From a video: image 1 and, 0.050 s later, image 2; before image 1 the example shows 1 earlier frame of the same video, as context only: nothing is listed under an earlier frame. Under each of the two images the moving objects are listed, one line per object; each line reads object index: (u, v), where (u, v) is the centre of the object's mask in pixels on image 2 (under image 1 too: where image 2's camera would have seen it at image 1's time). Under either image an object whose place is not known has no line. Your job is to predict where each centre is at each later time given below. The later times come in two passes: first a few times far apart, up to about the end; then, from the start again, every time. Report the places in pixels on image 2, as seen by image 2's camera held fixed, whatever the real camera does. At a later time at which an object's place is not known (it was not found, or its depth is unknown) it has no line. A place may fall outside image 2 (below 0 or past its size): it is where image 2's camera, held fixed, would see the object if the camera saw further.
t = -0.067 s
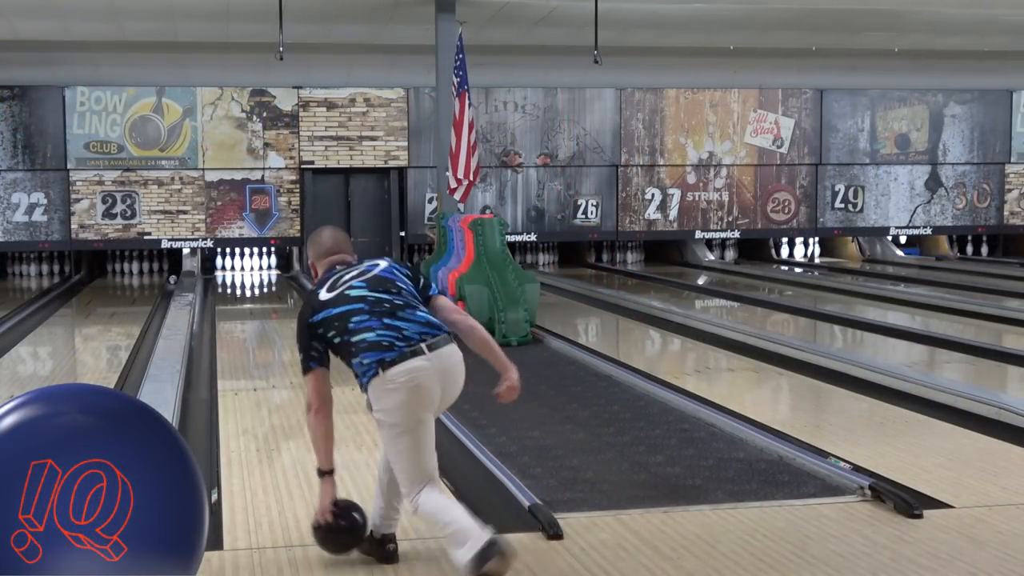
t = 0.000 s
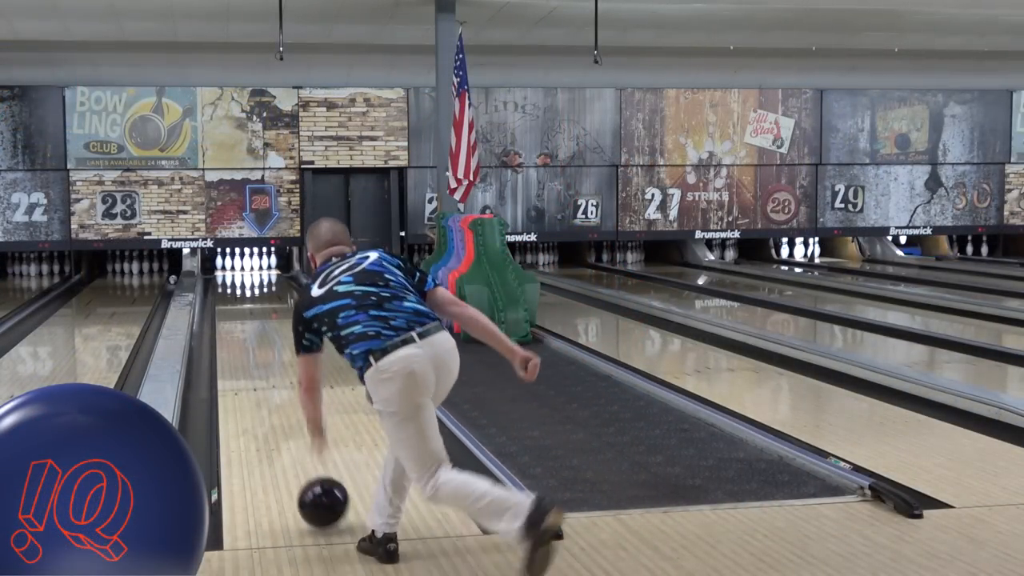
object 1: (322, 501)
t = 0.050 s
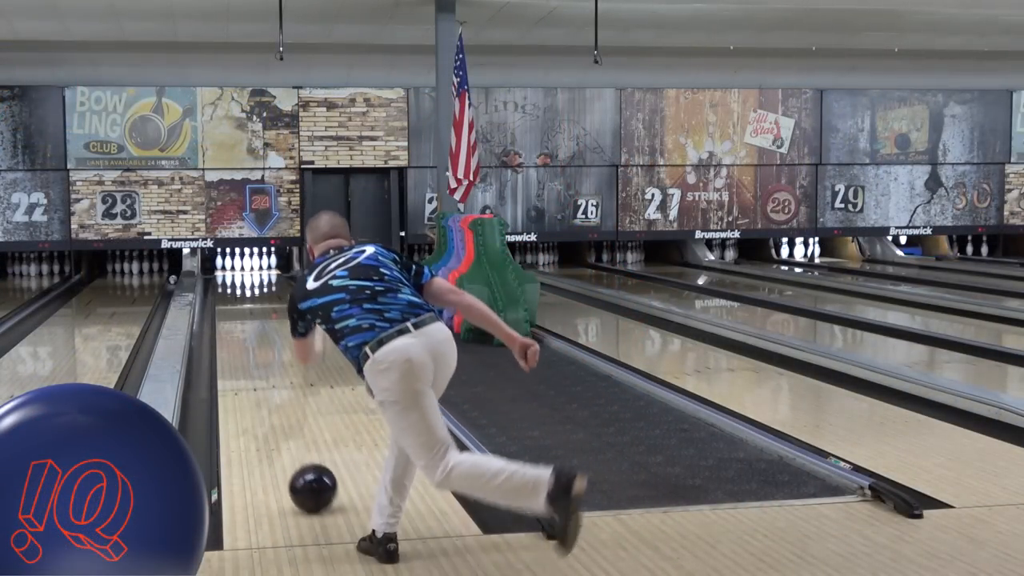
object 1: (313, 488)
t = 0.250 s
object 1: (282, 430)
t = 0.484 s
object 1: (260, 385)
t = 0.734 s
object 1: (244, 353)
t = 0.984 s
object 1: (234, 330)
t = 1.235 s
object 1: (227, 313)
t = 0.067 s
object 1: (309, 482)
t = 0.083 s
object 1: (306, 477)
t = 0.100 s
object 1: (304, 471)
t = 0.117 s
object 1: (301, 466)
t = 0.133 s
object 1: (298, 461)
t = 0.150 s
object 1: (296, 456)
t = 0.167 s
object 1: (293, 452)
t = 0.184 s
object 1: (291, 447)
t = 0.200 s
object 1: (289, 443)
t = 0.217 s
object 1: (287, 438)
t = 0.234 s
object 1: (284, 434)
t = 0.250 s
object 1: (282, 430)
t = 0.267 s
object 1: (280, 426)
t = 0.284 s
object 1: (279, 422)
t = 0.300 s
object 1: (277, 419)
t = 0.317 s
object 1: (275, 415)
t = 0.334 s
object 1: (273, 412)
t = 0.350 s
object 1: (272, 409)
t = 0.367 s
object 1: (270, 405)
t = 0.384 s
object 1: (268, 402)
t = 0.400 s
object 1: (267, 399)
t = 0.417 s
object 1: (265, 397)
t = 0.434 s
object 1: (264, 394)
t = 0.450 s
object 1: (262, 391)
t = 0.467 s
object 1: (261, 388)
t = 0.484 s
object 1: (260, 385)
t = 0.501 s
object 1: (259, 383)
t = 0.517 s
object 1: (257, 380)
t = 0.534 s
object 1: (256, 378)
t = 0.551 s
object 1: (255, 376)
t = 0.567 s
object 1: (254, 373)
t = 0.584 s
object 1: (253, 371)
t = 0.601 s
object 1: (252, 369)
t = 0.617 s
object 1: (251, 367)
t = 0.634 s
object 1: (250, 365)
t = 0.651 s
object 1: (249, 363)
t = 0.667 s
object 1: (248, 361)
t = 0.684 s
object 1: (247, 359)
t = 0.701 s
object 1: (246, 357)
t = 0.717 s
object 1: (245, 355)
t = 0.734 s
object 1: (244, 353)
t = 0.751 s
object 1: (243, 351)
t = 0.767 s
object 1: (242, 349)
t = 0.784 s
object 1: (242, 348)
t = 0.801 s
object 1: (241, 346)
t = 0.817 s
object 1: (240, 345)
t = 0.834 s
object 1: (239, 343)
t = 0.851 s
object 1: (239, 341)
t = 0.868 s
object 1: (238, 340)
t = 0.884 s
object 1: (237, 338)
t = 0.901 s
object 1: (237, 337)
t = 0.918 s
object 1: (236, 335)
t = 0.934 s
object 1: (236, 334)
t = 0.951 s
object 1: (235, 332)
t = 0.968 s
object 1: (234, 331)
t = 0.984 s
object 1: (234, 330)
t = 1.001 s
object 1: (234, 328)
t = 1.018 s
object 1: (233, 327)
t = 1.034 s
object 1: (232, 326)
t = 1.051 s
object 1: (232, 325)
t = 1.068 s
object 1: (231, 324)
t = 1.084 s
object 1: (231, 322)
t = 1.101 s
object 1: (230, 321)
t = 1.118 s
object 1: (230, 320)
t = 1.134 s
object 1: (229, 319)
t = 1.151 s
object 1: (229, 318)
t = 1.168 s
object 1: (229, 317)
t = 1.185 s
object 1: (228, 316)
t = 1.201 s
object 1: (228, 315)
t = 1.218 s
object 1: (228, 314)
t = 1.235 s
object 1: (227, 313)
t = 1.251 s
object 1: (227, 312)
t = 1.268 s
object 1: (227, 311)
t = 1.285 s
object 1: (226, 310)
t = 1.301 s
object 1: (226, 309)
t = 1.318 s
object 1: (226, 308)
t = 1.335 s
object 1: (226, 307)
